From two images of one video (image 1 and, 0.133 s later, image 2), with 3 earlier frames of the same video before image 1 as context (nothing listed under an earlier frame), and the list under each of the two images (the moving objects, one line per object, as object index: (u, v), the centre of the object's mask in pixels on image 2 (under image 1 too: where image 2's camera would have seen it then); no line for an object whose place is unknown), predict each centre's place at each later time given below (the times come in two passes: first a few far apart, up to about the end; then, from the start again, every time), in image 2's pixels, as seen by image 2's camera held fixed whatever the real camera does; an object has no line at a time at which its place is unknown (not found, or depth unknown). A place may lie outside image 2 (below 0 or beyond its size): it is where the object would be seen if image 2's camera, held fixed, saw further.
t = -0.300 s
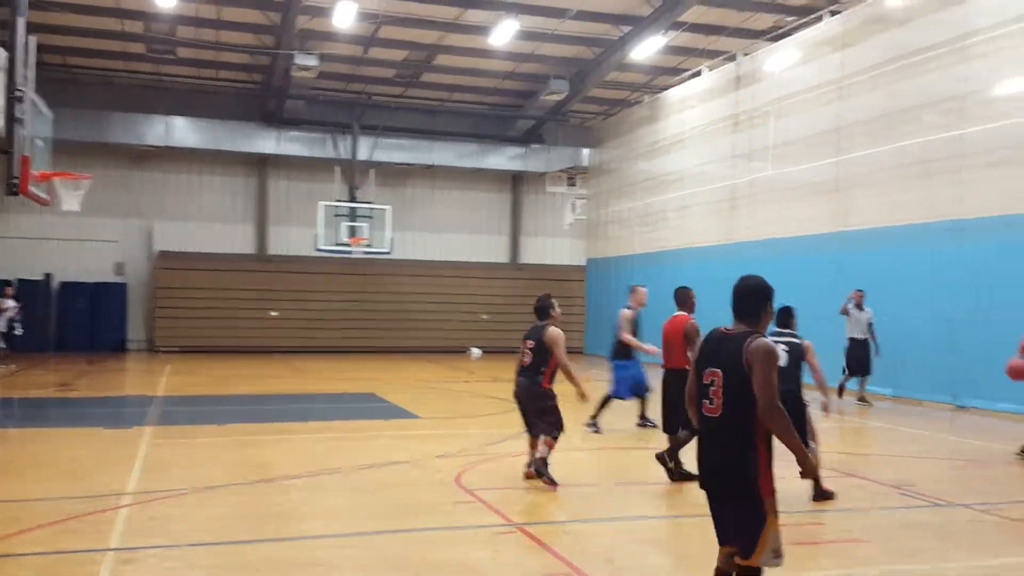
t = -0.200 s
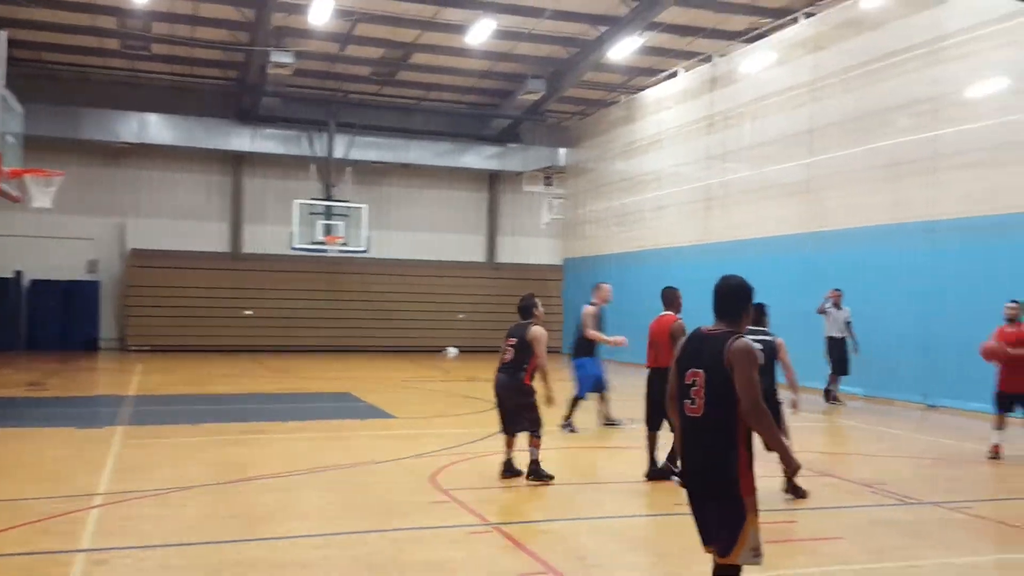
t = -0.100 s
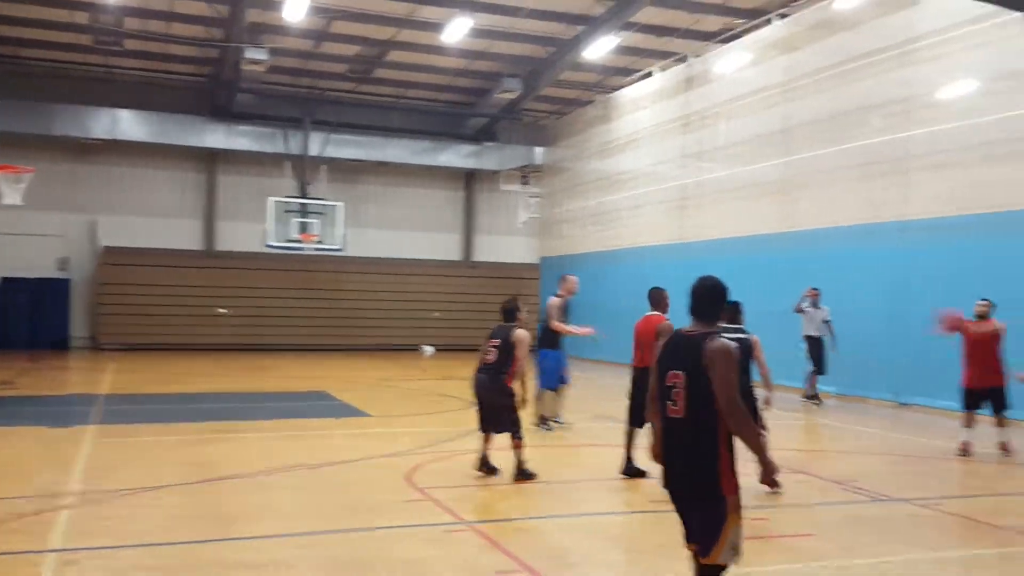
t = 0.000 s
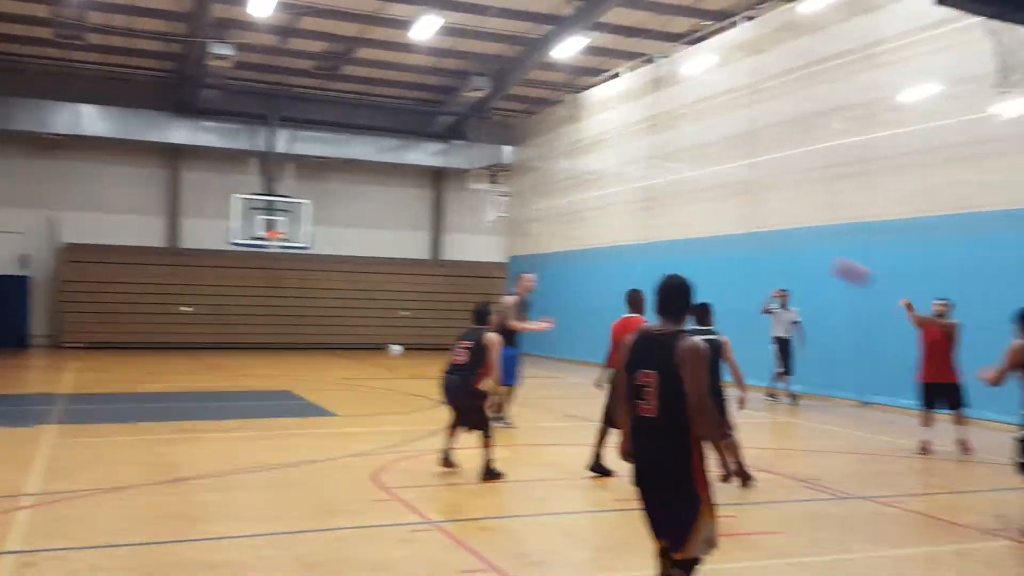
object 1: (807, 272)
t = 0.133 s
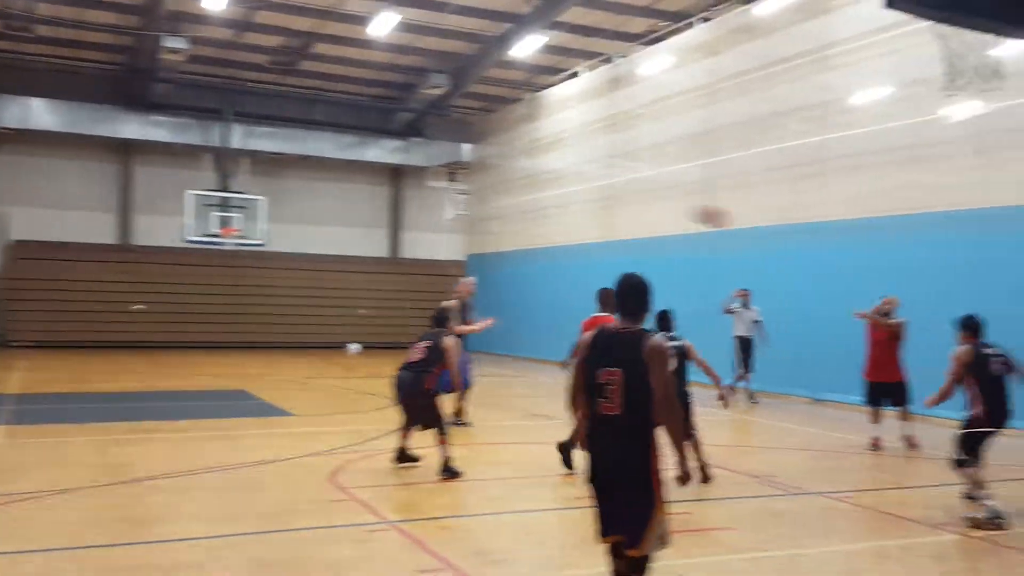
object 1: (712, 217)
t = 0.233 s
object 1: (629, 181)
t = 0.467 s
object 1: (405, 123)
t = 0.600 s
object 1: (260, 115)
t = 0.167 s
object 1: (687, 204)
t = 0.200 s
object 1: (659, 191)
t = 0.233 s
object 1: (629, 181)
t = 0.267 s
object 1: (602, 169)
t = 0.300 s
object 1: (572, 160)
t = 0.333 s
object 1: (539, 150)
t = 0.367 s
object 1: (505, 142)
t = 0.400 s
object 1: (475, 132)
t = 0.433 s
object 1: (443, 128)
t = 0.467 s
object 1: (405, 123)
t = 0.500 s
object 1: (374, 120)
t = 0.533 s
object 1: (336, 117)
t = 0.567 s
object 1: (300, 116)
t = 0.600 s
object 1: (260, 115)
